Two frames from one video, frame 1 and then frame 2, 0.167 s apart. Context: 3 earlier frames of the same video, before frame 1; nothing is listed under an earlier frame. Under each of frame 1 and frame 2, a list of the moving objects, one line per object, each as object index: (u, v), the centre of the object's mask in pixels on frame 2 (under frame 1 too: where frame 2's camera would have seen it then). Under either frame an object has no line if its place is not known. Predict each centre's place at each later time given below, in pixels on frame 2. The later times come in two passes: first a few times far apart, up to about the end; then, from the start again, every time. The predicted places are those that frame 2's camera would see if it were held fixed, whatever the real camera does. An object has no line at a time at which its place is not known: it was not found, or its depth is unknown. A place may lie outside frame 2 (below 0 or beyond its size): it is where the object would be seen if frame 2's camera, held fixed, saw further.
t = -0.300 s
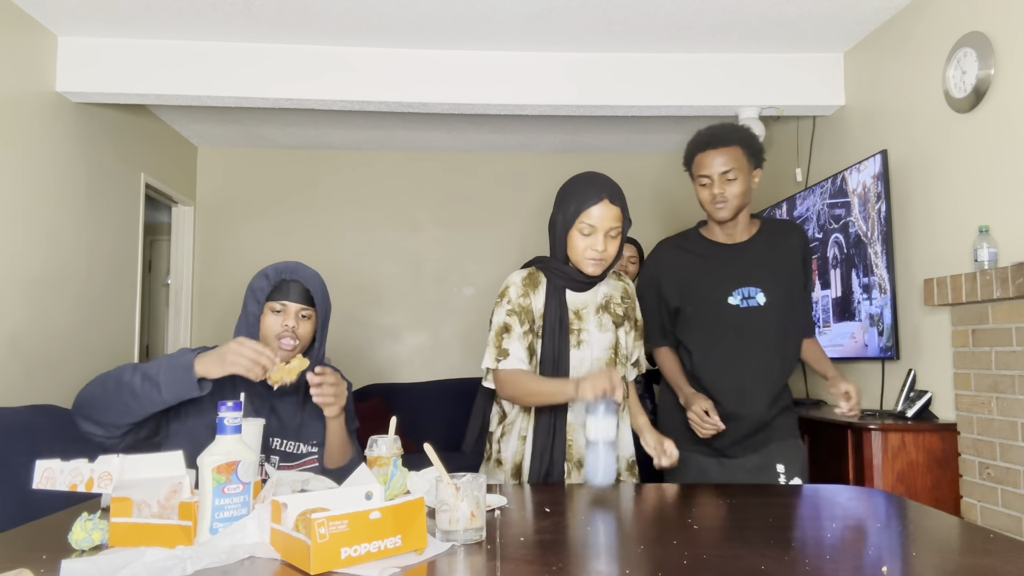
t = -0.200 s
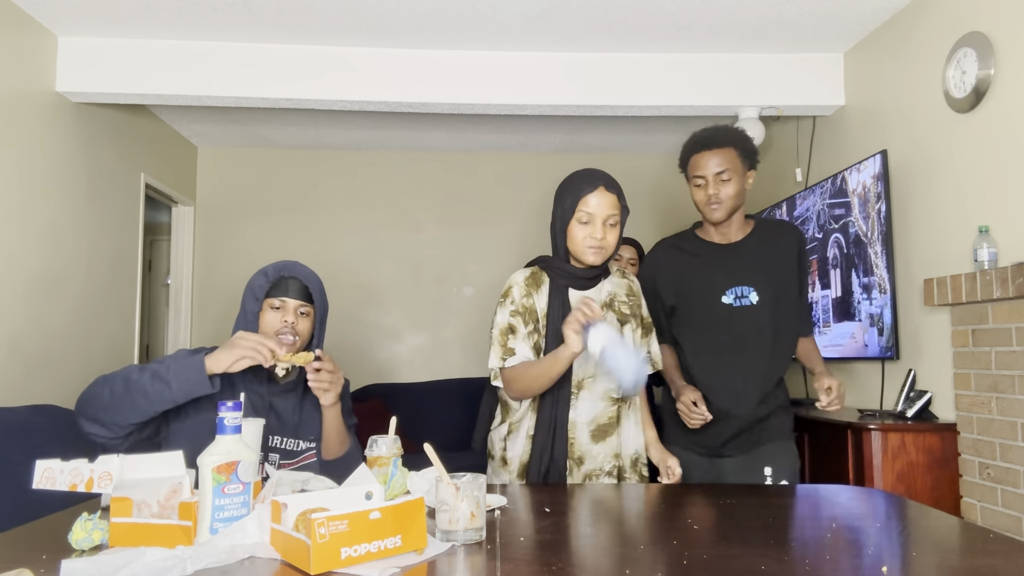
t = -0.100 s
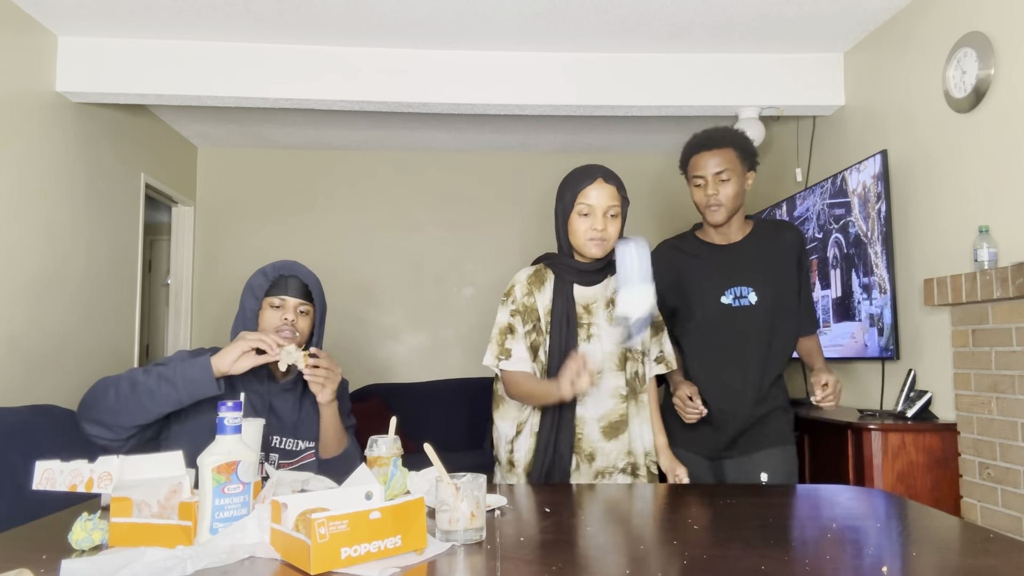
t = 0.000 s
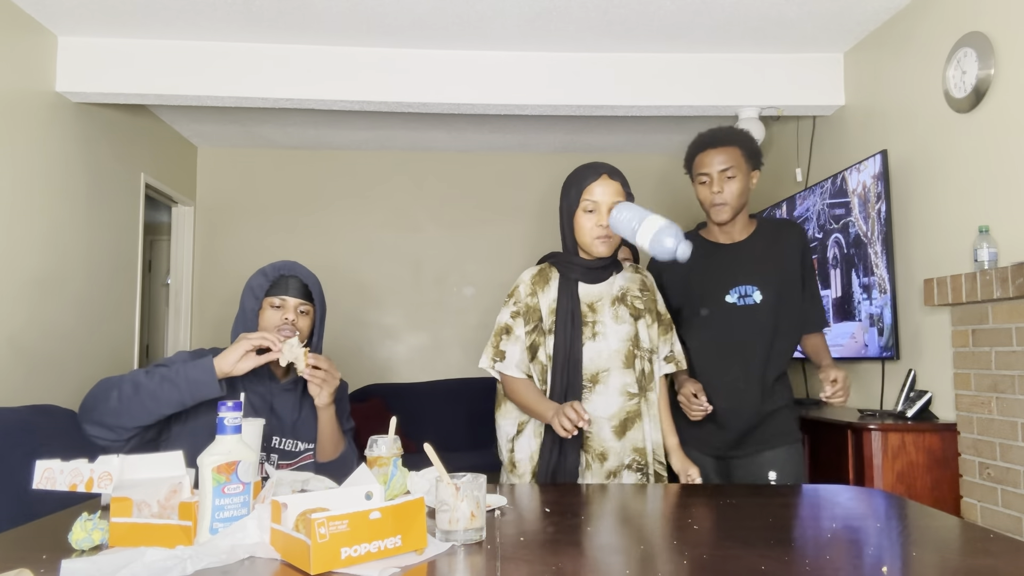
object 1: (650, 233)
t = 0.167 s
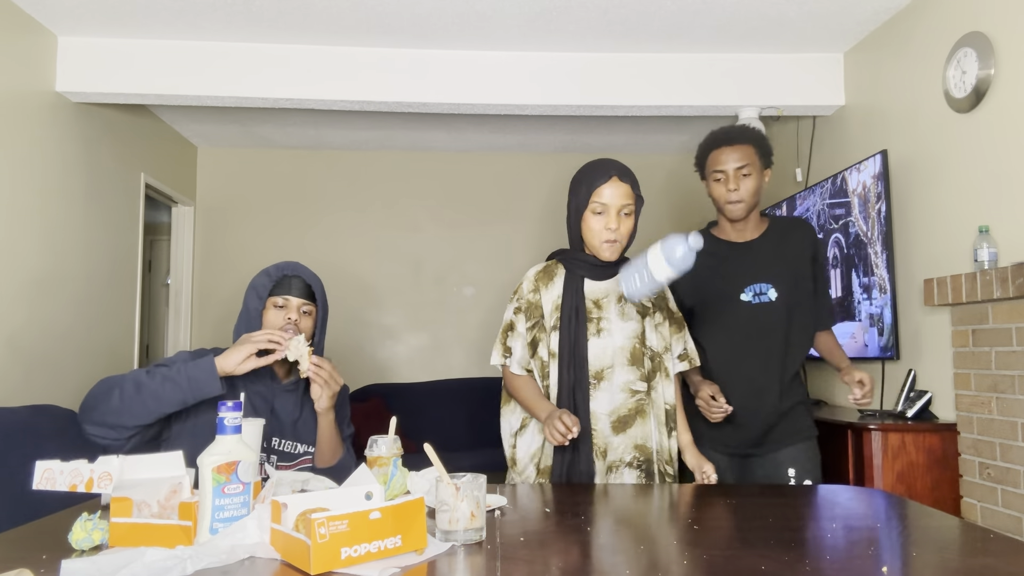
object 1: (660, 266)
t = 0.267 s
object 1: (666, 357)
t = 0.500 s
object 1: (680, 484)
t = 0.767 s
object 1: (696, 503)
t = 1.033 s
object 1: (715, 505)
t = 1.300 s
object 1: (735, 506)
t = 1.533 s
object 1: (750, 507)
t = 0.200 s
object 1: (662, 289)
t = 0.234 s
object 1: (664, 321)
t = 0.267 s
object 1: (666, 357)
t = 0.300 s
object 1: (669, 402)
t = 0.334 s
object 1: (672, 454)
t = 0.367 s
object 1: (675, 464)
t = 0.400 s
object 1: (676, 465)
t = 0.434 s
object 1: (677, 469)
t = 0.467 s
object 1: (678, 476)
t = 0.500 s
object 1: (680, 484)
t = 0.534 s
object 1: (683, 502)
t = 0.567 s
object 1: (684, 502)
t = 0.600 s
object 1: (685, 502)
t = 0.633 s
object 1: (687, 503)
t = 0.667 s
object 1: (689, 503)
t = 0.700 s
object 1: (691, 503)
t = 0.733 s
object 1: (694, 503)
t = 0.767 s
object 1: (696, 503)
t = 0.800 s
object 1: (698, 504)
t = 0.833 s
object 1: (700, 504)
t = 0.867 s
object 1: (703, 504)
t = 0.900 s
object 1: (705, 505)
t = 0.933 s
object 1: (708, 505)
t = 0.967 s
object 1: (711, 505)
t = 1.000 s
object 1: (713, 505)
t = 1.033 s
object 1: (715, 505)
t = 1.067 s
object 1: (718, 505)
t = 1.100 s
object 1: (720, 506)
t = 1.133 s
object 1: (723, 506)
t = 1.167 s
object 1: (725, 506)
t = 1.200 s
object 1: (727, 506)
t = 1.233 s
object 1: (730, 506)
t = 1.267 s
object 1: (733, 506)
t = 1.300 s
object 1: (735, 506)
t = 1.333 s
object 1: (738, 507)
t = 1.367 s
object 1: (740, 507)
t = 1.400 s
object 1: (743, 507)
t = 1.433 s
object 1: (745, 507)
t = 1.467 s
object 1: (747, 507)
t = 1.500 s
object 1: (748, 507)
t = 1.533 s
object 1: (750, 507)
